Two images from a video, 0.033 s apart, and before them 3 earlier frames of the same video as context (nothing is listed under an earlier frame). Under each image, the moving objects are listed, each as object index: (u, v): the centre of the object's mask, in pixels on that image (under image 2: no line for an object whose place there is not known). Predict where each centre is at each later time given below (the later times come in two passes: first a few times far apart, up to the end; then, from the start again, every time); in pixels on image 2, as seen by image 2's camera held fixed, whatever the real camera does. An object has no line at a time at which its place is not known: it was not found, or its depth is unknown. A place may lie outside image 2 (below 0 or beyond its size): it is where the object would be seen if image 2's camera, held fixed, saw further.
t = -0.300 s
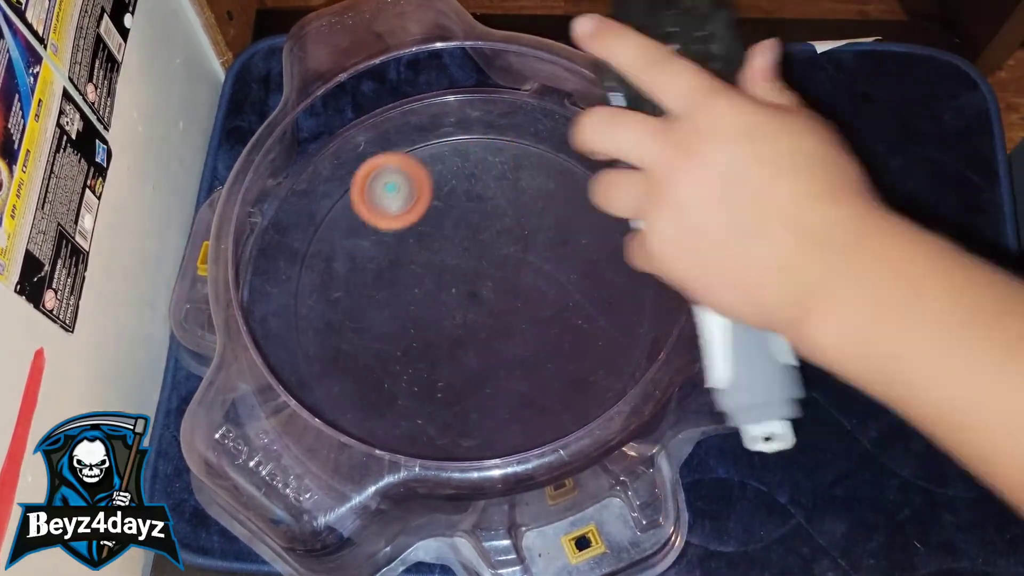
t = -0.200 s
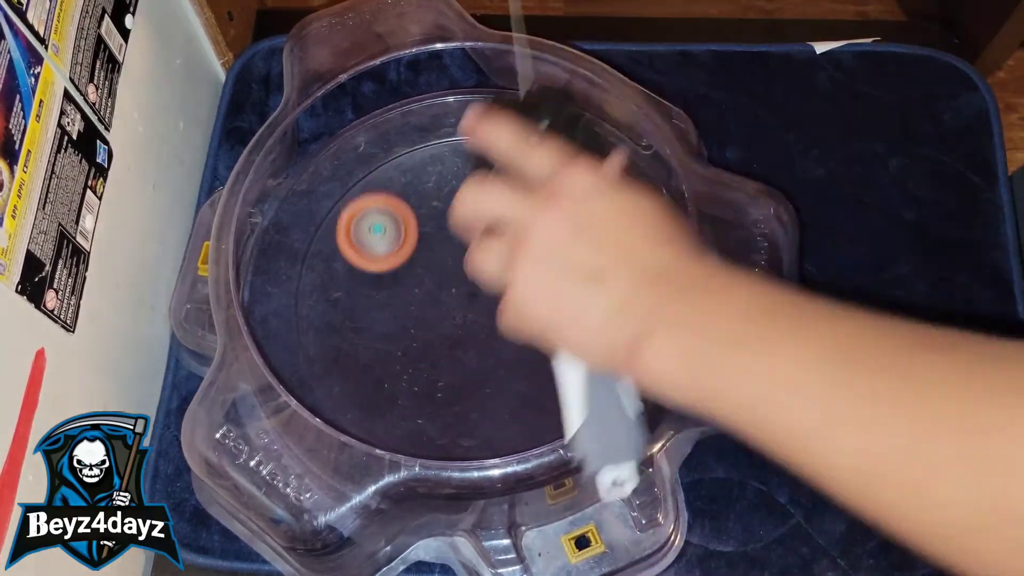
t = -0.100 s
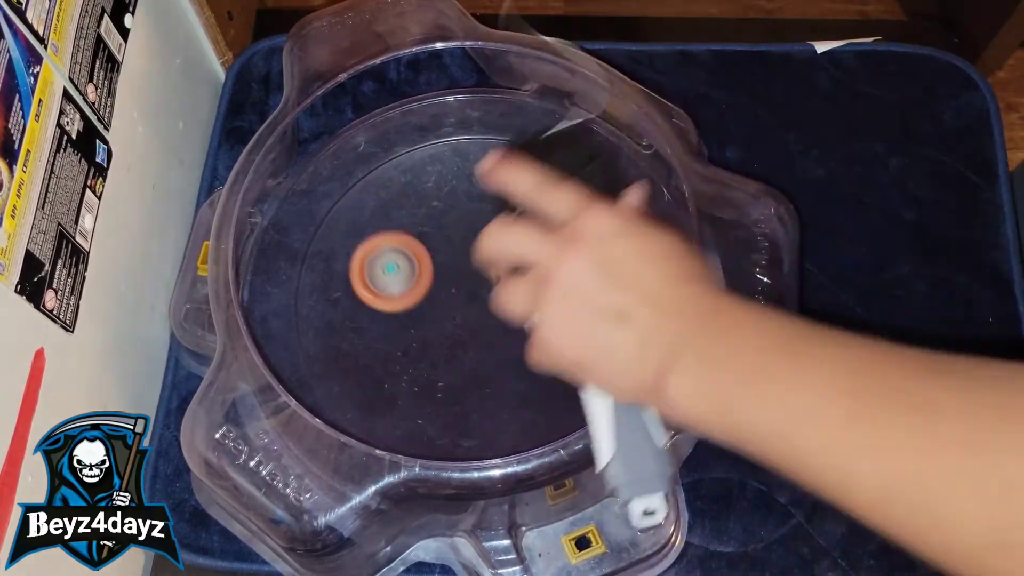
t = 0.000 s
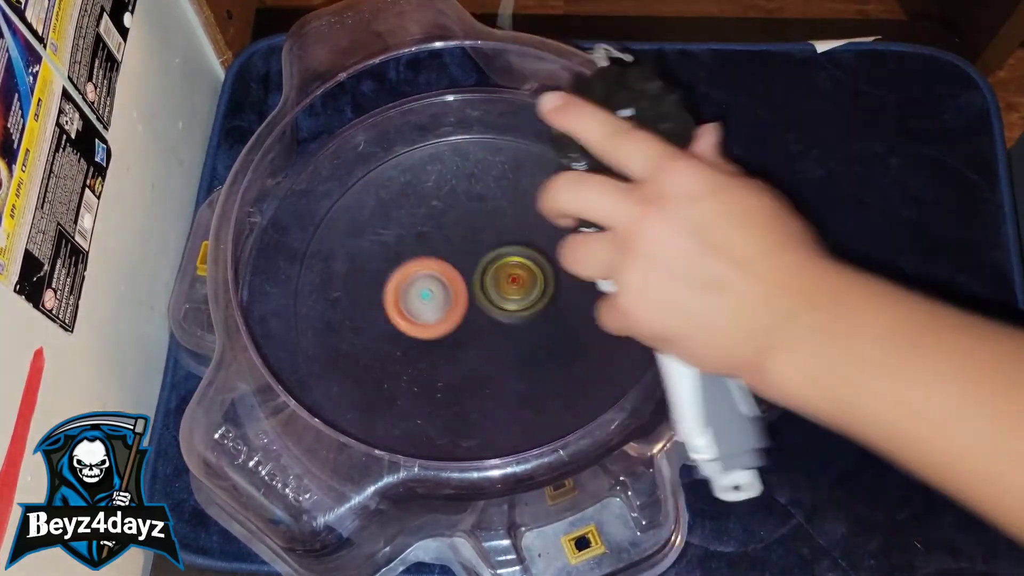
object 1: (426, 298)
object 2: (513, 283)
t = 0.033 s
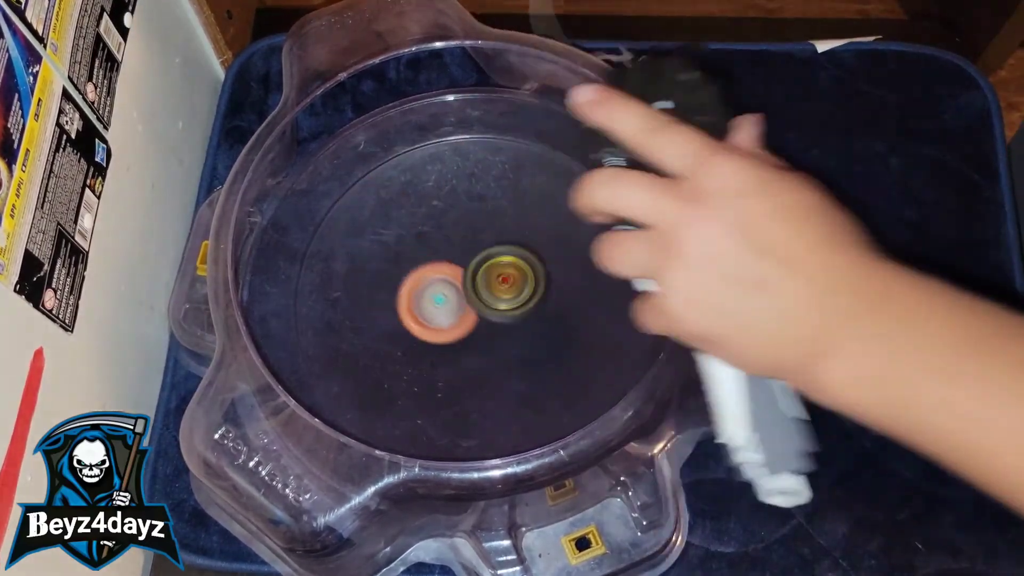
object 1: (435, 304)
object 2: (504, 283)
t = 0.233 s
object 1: (385, 282)
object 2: (617, 270)
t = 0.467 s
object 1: (459, 276)
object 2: (505, 156)
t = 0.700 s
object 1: (488, 249)
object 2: (298, 271)
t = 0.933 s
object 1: (437, 246)
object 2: (519, 428)
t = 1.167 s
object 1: (480, 314)
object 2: (602, 176)
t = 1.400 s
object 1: (523, 293)
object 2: (323, 205)
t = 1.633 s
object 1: (518, 256)
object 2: (430, 434)
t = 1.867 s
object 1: (491, 248)
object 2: (646, 275)
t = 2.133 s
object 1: (465, 271)
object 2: (383, 147)
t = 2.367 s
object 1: (462, 300)
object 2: (344, 396)
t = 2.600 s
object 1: (474, 318)
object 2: (619, 359)
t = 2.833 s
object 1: (490, 318)
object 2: (538, 135)
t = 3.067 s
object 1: (492, 303)
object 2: (303, 242)
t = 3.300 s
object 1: (473, 291)
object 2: (450, 436)
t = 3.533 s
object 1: (447, 293)
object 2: (646, 276)
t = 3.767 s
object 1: (435, 308)
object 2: (460, 126)
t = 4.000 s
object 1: (449, 315)
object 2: (296, 303)
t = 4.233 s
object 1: (464, 297)
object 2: (506, 431)
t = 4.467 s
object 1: (461, 275)
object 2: (640, 236)
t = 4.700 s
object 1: (448, 266)
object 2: (432, 129)
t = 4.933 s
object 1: (442, 274)
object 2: (297, 315)
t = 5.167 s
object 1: (457, 285)
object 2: (506, 431)
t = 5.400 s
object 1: (481, 280)
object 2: (643, 248)
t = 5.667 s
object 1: (495, 263)
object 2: (421, 131)
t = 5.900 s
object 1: (483, 257)
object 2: (297, 312)
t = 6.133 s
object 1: (472, 274)
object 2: (487, 432)
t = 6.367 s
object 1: (476, 298)
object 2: (631, 272)
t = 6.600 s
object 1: (491, 305)
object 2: (481, 137)
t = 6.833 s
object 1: (498, 299)
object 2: (312, 261)
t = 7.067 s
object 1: (484, 288)
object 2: (432, 423)
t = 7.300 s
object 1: (460, 294)
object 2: (608, 315)
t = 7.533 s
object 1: (448, 309)
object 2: (509, 162)
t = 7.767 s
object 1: (456, 317)
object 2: (340, 248)
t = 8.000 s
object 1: (467, 299)
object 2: (423, 400)
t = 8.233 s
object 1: (454, 281)
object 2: (582, 319)
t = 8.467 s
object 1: (439, 280)
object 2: (511, 185)
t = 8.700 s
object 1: (442, 290)
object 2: (368, 245)
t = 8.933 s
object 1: (463, 289)
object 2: (425, 379)
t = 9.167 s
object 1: (481, 275)
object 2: (565, 319)
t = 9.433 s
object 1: (468, 260)
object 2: (513, 182)
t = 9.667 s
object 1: (454, 284)
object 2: (384, 221)
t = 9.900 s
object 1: (470, 309)
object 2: (397, 356)
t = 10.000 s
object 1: (490, 305)
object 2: (441, 389)
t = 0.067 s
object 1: (429, 300)
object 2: (525, 290)
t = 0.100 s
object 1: (411, 297)
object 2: (556, 298)
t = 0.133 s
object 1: (397, 292)
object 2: (579, 294)
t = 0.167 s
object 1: (388, 288)
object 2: (598, 289)
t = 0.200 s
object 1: (384, 285)
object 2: (610, 281)
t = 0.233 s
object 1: (385, 282)
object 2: (617, 270)
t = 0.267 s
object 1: (390, 280)
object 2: (617, 257)
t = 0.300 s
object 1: (398, 278)
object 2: (612, 242)
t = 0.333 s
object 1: (410, 276)
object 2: (602, 225)
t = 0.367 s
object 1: (424, 274)
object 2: (586, 207)
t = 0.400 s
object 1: (438, 274)
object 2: (565, 188)
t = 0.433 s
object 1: (449, 275)
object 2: (538, 170)
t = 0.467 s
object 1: (459, 276)
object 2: (505, 156)
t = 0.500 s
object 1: (466, 276)
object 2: (469, 146)
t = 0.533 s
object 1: (473, 274)
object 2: (430, 145)
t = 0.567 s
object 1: (479, 271)
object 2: (392, 152)
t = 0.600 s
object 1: (484, 267)
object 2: (357, 165)
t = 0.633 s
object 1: (487, 261)
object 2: (333, 194)
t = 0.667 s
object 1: (488, 254)
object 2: (312, 232)
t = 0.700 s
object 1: (488, 249)
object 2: (298, 271)
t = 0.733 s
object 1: (486, 244)
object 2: (296, 313)
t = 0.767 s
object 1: (482, 239)
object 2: (310, 354)
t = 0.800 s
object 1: (476, 235)
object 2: (338, 389)
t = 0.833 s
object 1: (467, 233)
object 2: (373, 415)
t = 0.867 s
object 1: (456, 233)
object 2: (419, 431)
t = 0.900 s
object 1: (446, 237)
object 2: (469, 436)
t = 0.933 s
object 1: (437, 246)
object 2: (519, 428)
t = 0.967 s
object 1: (432, 257)
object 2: (564, 408)
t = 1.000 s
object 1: (430, 269)
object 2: (603, 377)
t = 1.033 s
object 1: (434, 282)
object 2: (631, 340)
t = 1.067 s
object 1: (442, 294)
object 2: (645, 296)
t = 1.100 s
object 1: (452, 304)
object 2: (644, 253)
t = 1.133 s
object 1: (466, 310)
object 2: (628, 211)
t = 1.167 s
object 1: (480, 314)
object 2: (602, 176)
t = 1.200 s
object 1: (493, 317)
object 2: (567, 148)
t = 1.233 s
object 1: (502, 317)
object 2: (526, 132)
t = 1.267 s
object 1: (509, 315)
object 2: (480, 124)
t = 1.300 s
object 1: (513, 311)
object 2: (433, 129)
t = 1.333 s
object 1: (517, 305)
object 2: (392, 145)
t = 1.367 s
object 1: (521, 299)
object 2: (353, 171)
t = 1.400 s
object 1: (523, 293)
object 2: (323, 205)
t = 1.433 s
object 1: (524, 286)
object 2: (303, 243)
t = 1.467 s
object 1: (524, 280)
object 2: (295, 285)
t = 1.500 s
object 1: (524, 274)
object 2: (299, 329)
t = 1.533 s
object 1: (523, 268)
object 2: (318, 368)
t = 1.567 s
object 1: (521, 264)
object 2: (348, 399)
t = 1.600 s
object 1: (520, 260)
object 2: (386, 421)
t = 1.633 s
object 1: (518, 256)
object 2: (430, 434)
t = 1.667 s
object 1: (515, 253)
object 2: (476, 436)
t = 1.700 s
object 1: (512, 251)
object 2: (520, 428)
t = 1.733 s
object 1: (508, 249)
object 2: (561, 410)
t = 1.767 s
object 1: (505, 248)
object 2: (595, 385)
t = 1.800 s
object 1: (500, 248)
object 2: (626, 354)
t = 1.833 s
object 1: (496, 248)
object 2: (641, 315)
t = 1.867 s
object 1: (491, 248)
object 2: (646, 275)
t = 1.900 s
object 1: (488, 249)
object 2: (638, 234)
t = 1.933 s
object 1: (483, 251)
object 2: (619, 196)
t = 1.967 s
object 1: (480, 253)
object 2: (592, 167)
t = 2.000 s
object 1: (476, 255)
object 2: (555, 143)
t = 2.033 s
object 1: (472, 259)
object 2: (515, 129)
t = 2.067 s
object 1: (470, 262)
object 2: (471, 124)
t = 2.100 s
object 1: (467, 266)
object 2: (424, 131)
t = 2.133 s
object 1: (465, 271)
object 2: (383, 147)
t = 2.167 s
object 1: (464, 275)
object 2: (350, 172)
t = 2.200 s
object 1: (463, 279)
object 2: (321, 208)
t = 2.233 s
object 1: (462, 284)
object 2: (302, 243)
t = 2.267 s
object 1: (461, 288)
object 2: (294, 284)
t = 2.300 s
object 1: (461, 292)
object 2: (299, 327)
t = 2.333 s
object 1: (461, 297)
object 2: (316, 365)
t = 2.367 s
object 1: (462, 300)
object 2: (344, 396)
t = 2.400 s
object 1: (462, 304)
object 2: (382, 419)
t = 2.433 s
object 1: (464, 307)
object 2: (425, 433)
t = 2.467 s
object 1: (465, 310)
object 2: (469, 436)
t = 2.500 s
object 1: (467, 313)
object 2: (511, 430)
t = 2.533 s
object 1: (470, 315)
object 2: (554, 414)
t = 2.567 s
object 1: (472, 317)
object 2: (590, 389)
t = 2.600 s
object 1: (474, 318)
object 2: (619, 359)
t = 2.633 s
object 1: (477, 319)
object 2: (638, 324)
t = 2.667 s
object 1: (479, 319)
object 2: (646, 286)
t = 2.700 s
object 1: (481, 319)
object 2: (642, 247)
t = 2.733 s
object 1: (484, 320)
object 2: (628, 211)
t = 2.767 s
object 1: (486, 319)
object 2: (605, 178)
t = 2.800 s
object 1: (487, 319)
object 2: (574, 153)
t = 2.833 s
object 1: (490, 318)
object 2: (538, 135)
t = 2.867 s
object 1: (491, 317)
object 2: (498, 125)
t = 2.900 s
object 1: (493, 316)
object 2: (456, 124)
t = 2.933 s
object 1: (494, 314)
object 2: (416, 132)
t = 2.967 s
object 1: (494, 311)
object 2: (379, 148)
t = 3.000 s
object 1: (494, 309)
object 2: (345, 173)
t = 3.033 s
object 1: (493, 306)
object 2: (320, 207)
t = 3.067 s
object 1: (492, 303)
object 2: (303, 242)
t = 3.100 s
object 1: (491, 301)
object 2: (295, 278)
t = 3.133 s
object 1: (488, 298)
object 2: (297, 317)
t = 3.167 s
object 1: (486, 296)
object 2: (310, 356)
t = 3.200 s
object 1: (483, 294)
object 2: (335, 386)
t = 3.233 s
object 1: (480, 293)
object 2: (368, 411)
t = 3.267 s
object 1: (477, 291)
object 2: (408, 428)
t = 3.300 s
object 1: (473, 291)
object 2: (450, 436)
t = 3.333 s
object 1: (469, 290)
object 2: (493, 434)
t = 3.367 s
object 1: (466, 290)
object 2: (534, 423)
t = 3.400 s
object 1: (462, 290)
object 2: (572, 403)
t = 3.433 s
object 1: (458, 290)
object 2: (602, 378)
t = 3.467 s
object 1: (454, 291)
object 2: (627, 348)
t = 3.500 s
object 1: (451, 292)
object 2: (641, 314)
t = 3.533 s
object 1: (447, 293)
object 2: (646, 276)
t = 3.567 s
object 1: (444, 295)
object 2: (641, 239)
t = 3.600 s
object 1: (442, 297)
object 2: (626, 205)
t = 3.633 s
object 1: (439, 299)
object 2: (602, 175)
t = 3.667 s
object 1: (438, 301)
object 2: (572, 151)
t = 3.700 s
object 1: (436, 303)
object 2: (538, 135)
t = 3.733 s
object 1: (436, 306)
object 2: (501, 127)
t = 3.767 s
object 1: (435, 308)
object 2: (460, 126)
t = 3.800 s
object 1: (436, 310)
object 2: (419, 130)
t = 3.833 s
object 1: (437, 311)
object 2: (383, 146)
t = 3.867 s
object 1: (438, 313)
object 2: (351, 173)
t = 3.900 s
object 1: (440, 314)
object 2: (326, 200)
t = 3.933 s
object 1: (443, 315)
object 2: (308, 232)
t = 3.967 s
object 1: (446, 316)
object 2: (297, 267)
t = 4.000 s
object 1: (449, 315)
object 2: (296, 303)
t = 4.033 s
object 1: (452, 314)
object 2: (304, 341)
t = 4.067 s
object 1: (455, 312)
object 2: (324, 375)
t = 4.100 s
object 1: (458, 310)
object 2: (352, 401)
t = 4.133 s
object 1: (460, 307)
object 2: (387, 421)
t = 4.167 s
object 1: (463, 304)
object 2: (425, 432)
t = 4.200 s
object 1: (464, 301)
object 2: (466, 436)
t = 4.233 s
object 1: (464, 297)
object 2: (506, 431)
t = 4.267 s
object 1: (465, 294)
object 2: (545, 418)
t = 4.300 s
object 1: (465, 290)
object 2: (580, 398)
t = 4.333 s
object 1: (465, 287)
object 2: (608, 372)
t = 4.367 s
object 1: (464, 283)
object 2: (630, 342)
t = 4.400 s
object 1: (463, 280)
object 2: (643, 307)
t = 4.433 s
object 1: (462, 278)
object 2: (647, 271)
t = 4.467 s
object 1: (461, 275)
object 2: (640, 236)
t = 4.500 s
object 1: (459, 273)
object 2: (625, 203)
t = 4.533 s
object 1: (458, 271)
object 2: (603, 176)
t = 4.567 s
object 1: (456, 269)
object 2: (575, 154)
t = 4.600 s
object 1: (454, 268)
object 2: (543, 137)
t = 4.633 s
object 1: (452, 267)
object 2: (507, 127)
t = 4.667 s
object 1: (450, 266)
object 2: (471, 124)
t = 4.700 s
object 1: (448, 266)
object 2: (432, 129)
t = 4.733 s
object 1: (447, 266)
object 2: (397, 141)
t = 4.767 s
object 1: (445, 266)
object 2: (366, 158)
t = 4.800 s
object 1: (444, 267)
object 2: (339, 184)
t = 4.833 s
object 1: (443, 268)
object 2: (317, 215)
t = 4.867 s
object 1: (442, 270)
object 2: (303, 244)
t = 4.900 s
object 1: (441, 272)
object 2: (296, 277)
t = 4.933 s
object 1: (442, 274)
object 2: (297, 315)
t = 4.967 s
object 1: (442, 276)
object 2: (308, 351)
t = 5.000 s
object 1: (444, 278)
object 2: (329, 381)
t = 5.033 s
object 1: (446, 280)
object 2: (357, 405)
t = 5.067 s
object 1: (448, 282)
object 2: (392, 423)
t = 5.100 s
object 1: (451, 283)
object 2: (429, 433)
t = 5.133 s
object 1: (454, 284)
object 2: (468, 436)
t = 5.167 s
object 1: (457, 285)
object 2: (506, 431)
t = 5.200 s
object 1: (461, 285)
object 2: (541, 419)
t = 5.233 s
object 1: (464, 285)
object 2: (574, 401)
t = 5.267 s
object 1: (468, 284)
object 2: (603, 377)
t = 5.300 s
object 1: (471, 284)
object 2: (624, 349)
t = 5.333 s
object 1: (475, 283)
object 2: (639, 315)
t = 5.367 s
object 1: (478, 282)
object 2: (645, 282)
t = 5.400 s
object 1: (481, 280)
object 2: (643, 248)
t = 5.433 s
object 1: (484, 278)
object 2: (632, 216)
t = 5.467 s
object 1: (487, 277)
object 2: (613, 188)
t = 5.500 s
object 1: (489, 275)
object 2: (589, 164)
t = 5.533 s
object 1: (491, 272)
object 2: (560, 145)
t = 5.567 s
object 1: (493, 270)
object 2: (528, 132)
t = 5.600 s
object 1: (494, 267)
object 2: (494, 125)
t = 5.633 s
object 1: (495, 265)
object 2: (458, 124)
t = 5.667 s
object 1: (495, 263)
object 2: (421, 131)
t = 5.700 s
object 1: (494, 261)
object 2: (389, 144)
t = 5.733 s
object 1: (493, 259)
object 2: (360, 166)
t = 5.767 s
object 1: (492, 258)
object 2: (335, 190)
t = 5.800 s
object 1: (490, 257)
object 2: (314, 217)
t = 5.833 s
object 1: (488, 256)
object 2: (301, 246)
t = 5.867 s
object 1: (486, 256)
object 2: (296, 278)
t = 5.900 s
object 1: (483, 257)
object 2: (297, 312)
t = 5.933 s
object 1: (481, 258)
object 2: (307, 347)
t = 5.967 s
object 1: (479, 260)
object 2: (326, 375)
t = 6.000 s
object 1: (476, 262)
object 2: (351, 399)
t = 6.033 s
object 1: (475, 265)
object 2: (381, 417)
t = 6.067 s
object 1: (473, 268)
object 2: (416, 429)
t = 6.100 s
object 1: (472, 271)
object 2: (452, 434)
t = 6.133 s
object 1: (472, 274)
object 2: (487, 432)
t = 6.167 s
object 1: (471, 278)
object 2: (522, 424)
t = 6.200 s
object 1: (472, 282)
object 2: (555, 409)
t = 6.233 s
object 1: (472, 285)
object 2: (584, 389)
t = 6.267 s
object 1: (472, 289)
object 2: (606, 363)
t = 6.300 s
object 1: (473, 292)
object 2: (623, 334)
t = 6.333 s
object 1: (474, 295)
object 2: (631, 303)
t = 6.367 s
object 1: (476, 298)
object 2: (631, 272)
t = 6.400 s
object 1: (479, 300)
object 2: (626, 241)
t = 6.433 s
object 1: (481, 302)
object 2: (613, 213)
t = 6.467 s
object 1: (483, 303)
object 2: (594, 188)
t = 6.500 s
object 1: (485, 304)
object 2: (571, 167)
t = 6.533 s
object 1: (487, 305)
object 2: (543, 151)
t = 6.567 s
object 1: (489, 305)
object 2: (513, 141)
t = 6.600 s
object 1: (491, 305)
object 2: (481, 137)
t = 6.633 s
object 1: (493, 305)
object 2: (447, 139)
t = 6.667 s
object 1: (494, 304)
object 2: (414, 149)
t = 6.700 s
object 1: (496, 304)
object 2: (386, 163)
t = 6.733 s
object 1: (497, 303)
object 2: (360, 182)
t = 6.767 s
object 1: (498, 302)
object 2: (337, 205)
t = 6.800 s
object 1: (498, 300)
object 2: (322, 232)
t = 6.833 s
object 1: (498, 299)
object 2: (312, 261)
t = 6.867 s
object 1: (498, 297)
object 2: (309, 292)
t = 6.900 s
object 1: (497, 295)
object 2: (314, 324)
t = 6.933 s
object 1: (495, 293)
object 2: (326, 352)
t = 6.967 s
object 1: (493, 291)
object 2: (344, 379)
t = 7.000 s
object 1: (491, 290)
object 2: (370, 401)
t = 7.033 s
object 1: (488, 289)
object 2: (400, 415)
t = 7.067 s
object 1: (484, 288)
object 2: (432, 423)
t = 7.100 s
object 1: (481, 288)
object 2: (466, 425)
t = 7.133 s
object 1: (477, 288)
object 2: (498, 421)
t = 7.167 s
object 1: (474, 289)
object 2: (530, 410)
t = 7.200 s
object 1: (470, 290)
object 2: (558, 394)
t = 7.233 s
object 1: (467, 291)
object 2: (581, 371)
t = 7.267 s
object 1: (464, 293)
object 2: (598, 344)
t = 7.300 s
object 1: (460, 294)
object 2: (608, 315)
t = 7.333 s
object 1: (458, 296)
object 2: (611, 285)
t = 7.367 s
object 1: (455, 298)
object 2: (608, 257)
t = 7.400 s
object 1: (453, 300)
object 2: (598, 229)
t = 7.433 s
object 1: (451, 302)
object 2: (583, 206)
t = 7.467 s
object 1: (449, 305)
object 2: (561, 185)
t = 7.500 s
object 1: (449, 307)
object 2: (537, 171)
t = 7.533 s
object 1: (448, 309)
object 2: (509, 162)
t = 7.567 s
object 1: (448, 311)
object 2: (480, 158)
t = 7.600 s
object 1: (448, 313)
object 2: (449, 160)
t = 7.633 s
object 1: (449, 314)
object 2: (420, 168)
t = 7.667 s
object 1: (451, 316)
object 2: (394, 181)
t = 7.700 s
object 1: (452, 317)
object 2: (371, 199)
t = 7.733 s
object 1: (454, 317)
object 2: (353, 221)
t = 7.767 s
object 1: (456, 317)
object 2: (340, 248)
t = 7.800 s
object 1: (459, 316)
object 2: (332, 272)
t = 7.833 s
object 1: (461, 314)
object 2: (333, 301)
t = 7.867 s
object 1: (464, 312)
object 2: (340, 328)
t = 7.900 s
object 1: (465, 309)
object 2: (354, 352)
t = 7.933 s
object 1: (467, 306)
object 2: (372, 372)
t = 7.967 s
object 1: (467, 302)
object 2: (396, 389)
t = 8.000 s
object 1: (467, 299)
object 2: (423, 400)
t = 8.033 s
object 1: (466, 296)
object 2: (452, 405)
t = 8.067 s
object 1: (465, 293)
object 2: (481, 403)
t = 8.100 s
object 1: (463, 290)
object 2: (509, 396)
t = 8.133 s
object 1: (461, 287)
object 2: (534, 383)
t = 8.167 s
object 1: (458, 285)
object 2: (555, 364)
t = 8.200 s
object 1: (456, 283)
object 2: (571, 344)
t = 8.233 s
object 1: (454, 281)
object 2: (582, 319)
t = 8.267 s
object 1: (451, 280)
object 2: (587, 294)
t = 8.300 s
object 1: (449, 280)
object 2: (586, 270)
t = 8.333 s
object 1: (447, 279)
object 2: (580, 246)
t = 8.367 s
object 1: (444, 279)
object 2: (568, 225)
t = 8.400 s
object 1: (443, 279)
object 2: (552, 207)
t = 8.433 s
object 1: (441, 280)
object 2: (533, 194)
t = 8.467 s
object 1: (439, 280)
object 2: (511, 185)
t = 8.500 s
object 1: (438, 281)
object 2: (488, 180)
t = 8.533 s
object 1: (438, 283)
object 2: (464, 181)
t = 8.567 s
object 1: (437, 284)
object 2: (440, 186)
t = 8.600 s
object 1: (438, 285)
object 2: (419, 194)
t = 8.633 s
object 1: (438, 287)
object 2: (398, 208)
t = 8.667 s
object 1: (440, 289)
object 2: (381, 225)
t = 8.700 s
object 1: (442, 290)
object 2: (368, 245)
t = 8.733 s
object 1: (444, 291)
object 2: (361, 267)
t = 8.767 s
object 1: (447, 292)
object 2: (358, 290)
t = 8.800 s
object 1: (450, 292)
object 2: (361, 314)
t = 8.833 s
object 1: (454, 292)
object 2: (370, 335)
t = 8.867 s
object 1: (457, 291)
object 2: (384, 354)
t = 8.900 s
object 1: (460, 290)
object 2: (403, 369)
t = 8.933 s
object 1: (463, 289)
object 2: (425, 379)
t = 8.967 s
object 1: (466, 288)
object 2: (450, 385)
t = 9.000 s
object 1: (468, 286)
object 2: (475, 386)
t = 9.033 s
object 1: (471, 284)
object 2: (498, 381)
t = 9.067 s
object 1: (474, 282)
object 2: (521, 370)
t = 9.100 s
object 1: (476, 280)
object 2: (540, 356)
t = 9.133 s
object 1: (479, 278)
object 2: (554, 339)
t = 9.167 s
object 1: (481, 275)
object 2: (565, 319)
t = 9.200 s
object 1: (482, 273)
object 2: (571, 297)
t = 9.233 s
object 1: (484, 270)
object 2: (572, 277)
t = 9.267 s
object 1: (484, 268)
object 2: (568, 256)
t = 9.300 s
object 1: (481, 265)
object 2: (566, 238)
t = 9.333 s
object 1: (478, 263)
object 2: (559, 219)
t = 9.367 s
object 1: (474, 261)
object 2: (547, 203)
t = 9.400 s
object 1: (471, 260)
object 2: (533, 191)
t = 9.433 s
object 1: (468, 260)
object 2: (513, 182)
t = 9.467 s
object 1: (465, 260)
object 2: (492, 178)
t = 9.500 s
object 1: (462, 261)
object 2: (470, 178)
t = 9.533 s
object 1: (459, 264)
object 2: (448, 181)
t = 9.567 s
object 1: (457, 271)
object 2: (429, 185)
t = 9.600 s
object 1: (456, 276)
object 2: (412, 192)
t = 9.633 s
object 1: (455, 280)
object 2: (396, 205)
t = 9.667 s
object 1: (454, 284)
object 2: (384, 221)
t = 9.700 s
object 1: (454, 289)
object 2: (375, 240)
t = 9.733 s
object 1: (455, 293)
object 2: (371, 262)
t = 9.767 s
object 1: (455, 297)
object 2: (371, 282)
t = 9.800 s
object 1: (459, 301)
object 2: (370, 301)
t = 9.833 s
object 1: (462, 304)
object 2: (376, 322)
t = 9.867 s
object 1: (466, 307)
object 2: (384, 341)
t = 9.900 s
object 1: (470, 309)
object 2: (397, 356)
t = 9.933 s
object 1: (474, 311)
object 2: (413, 369)
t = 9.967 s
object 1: (483, 309)
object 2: (427, 380)
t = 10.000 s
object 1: (490, 305)
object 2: (441, 389)
